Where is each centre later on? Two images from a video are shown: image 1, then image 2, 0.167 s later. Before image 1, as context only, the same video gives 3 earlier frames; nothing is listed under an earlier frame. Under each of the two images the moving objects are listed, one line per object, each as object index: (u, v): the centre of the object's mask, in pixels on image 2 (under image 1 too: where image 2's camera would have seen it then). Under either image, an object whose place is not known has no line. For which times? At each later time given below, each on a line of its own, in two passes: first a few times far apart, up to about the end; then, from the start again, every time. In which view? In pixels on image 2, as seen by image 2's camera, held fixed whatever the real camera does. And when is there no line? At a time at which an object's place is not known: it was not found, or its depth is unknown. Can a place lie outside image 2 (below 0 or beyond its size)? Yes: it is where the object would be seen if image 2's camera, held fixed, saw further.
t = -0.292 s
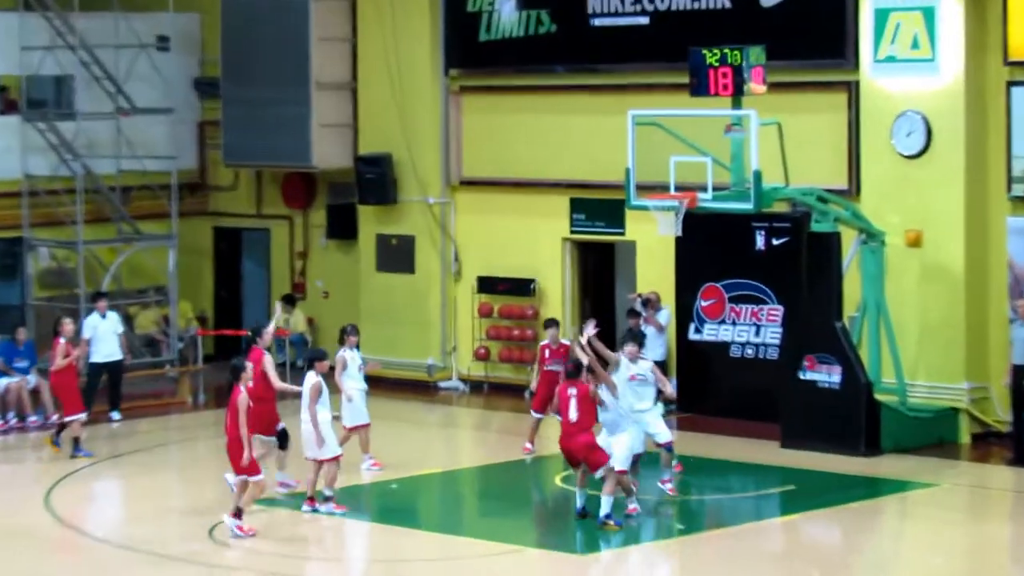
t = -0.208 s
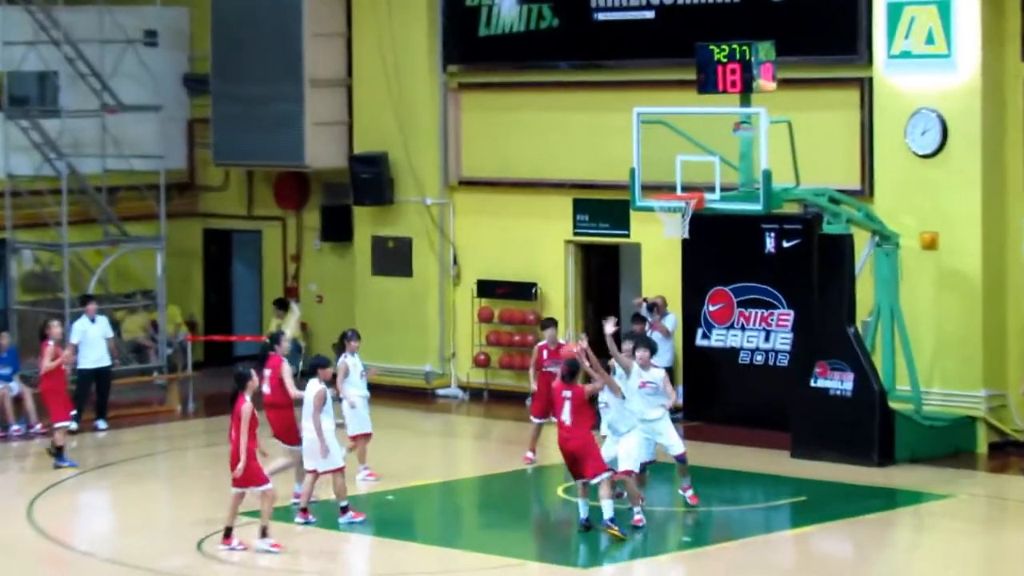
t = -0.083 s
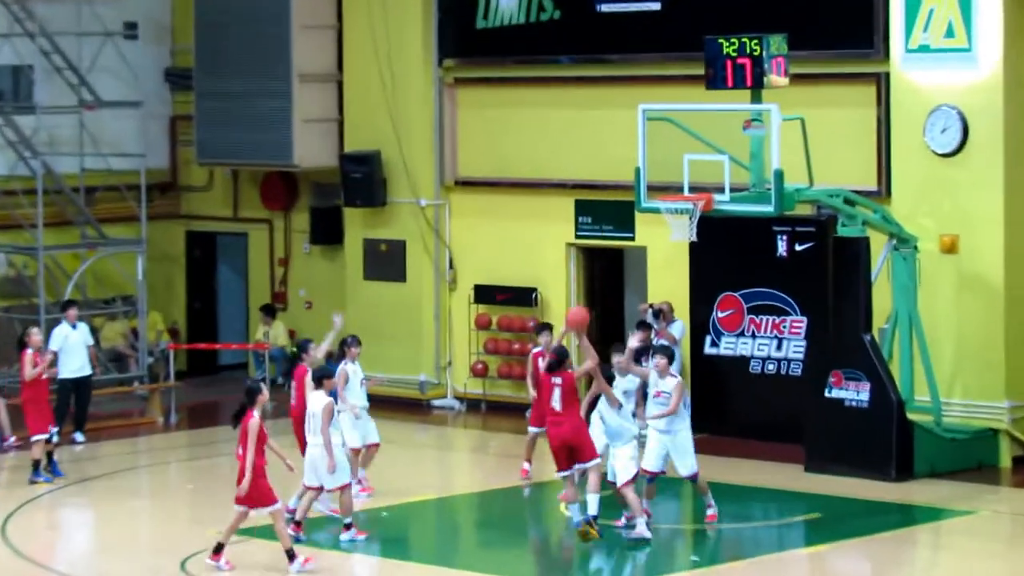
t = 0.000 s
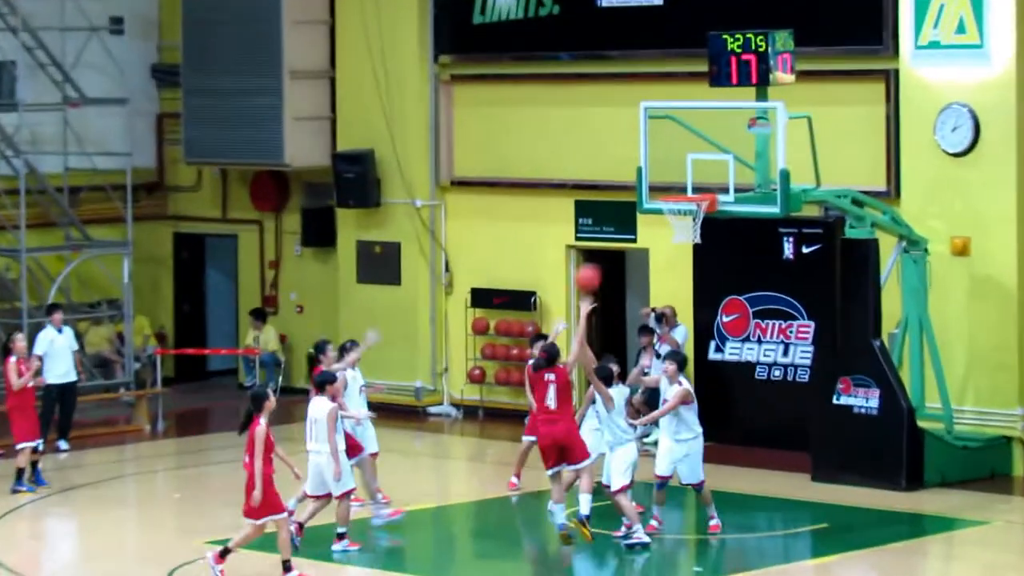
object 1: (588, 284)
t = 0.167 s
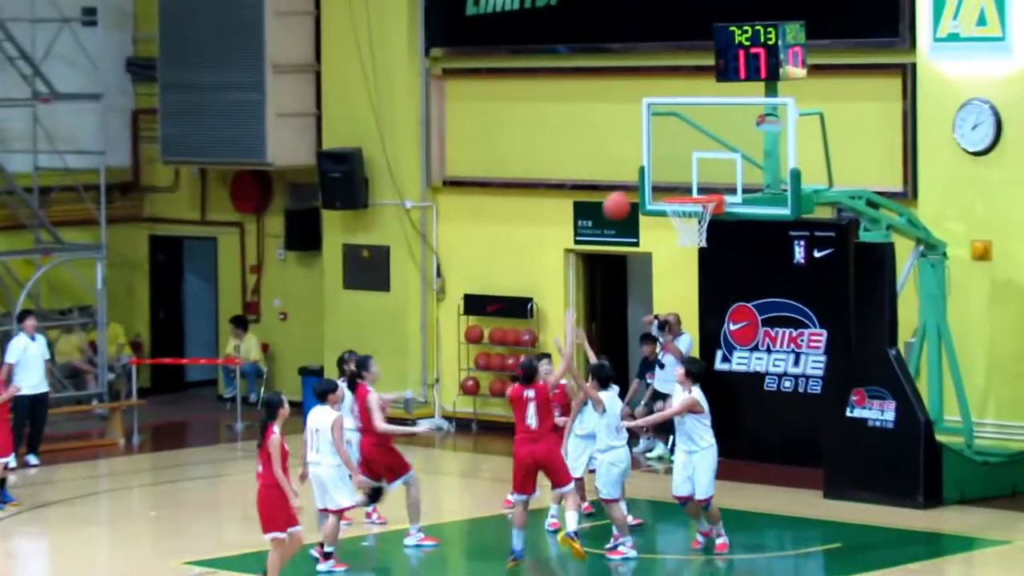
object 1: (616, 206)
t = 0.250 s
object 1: (630, 179)
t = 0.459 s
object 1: (665, 147)
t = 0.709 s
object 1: (706, 170)
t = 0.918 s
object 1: (706, 177)
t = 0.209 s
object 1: (624, 191)
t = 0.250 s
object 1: (630, 179)
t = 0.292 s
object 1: (637, 169)
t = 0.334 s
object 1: (645, 161)
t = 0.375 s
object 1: (652, 154)
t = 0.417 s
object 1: (659, 149)
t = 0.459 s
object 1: (665, 147)
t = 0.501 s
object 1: (672, 146)
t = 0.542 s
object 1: (678, 147)
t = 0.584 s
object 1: (684, 150)
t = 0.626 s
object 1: (691, 155)
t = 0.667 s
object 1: (698, 162)
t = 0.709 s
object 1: (706, 170)
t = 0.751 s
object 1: (711, 181)
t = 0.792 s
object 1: (712, 182)
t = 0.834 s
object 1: (710, 179)
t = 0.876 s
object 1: (708, 177)
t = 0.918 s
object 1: (706, 177)
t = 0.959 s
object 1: (703, 177)
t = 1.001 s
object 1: (701, 180)
